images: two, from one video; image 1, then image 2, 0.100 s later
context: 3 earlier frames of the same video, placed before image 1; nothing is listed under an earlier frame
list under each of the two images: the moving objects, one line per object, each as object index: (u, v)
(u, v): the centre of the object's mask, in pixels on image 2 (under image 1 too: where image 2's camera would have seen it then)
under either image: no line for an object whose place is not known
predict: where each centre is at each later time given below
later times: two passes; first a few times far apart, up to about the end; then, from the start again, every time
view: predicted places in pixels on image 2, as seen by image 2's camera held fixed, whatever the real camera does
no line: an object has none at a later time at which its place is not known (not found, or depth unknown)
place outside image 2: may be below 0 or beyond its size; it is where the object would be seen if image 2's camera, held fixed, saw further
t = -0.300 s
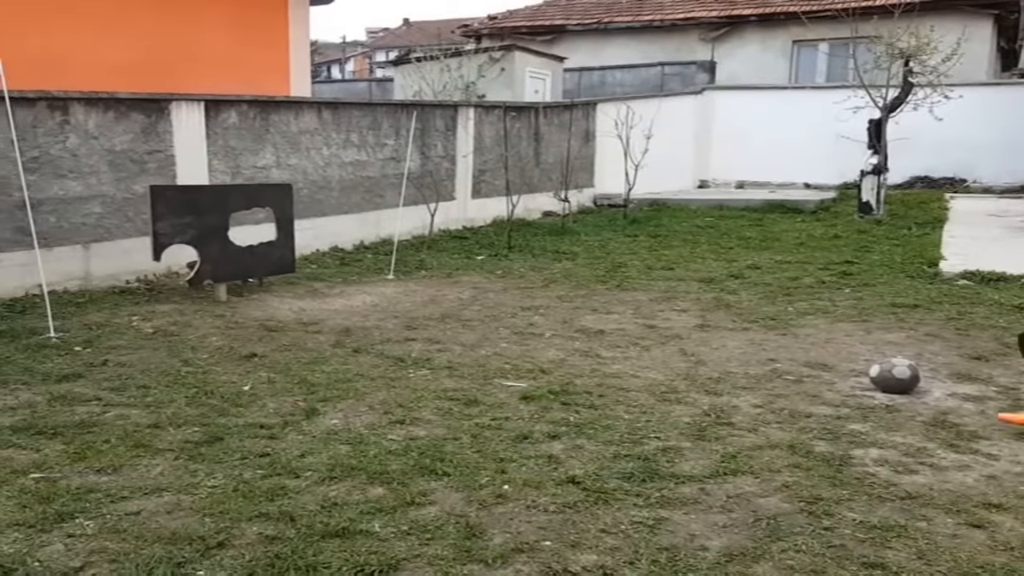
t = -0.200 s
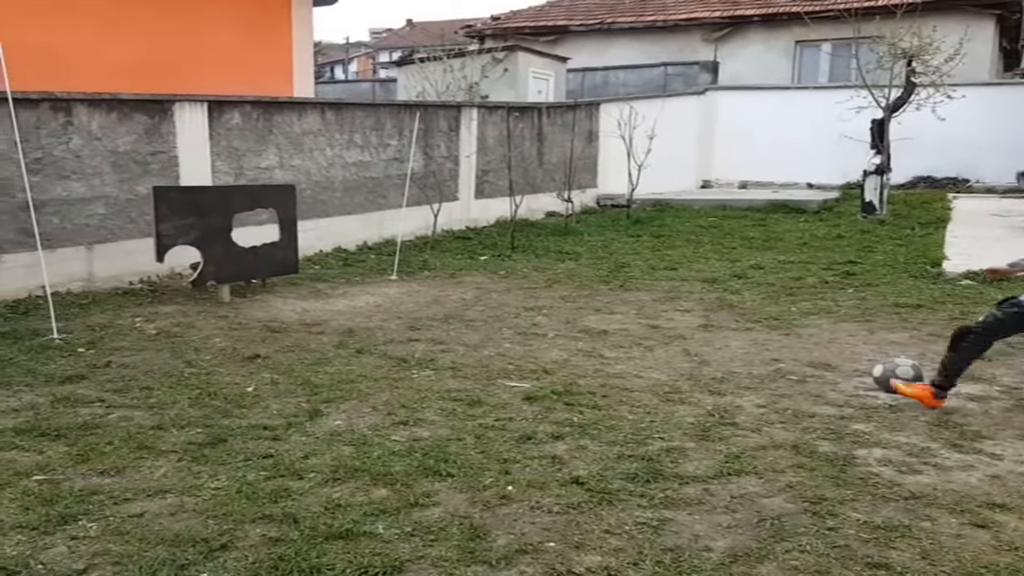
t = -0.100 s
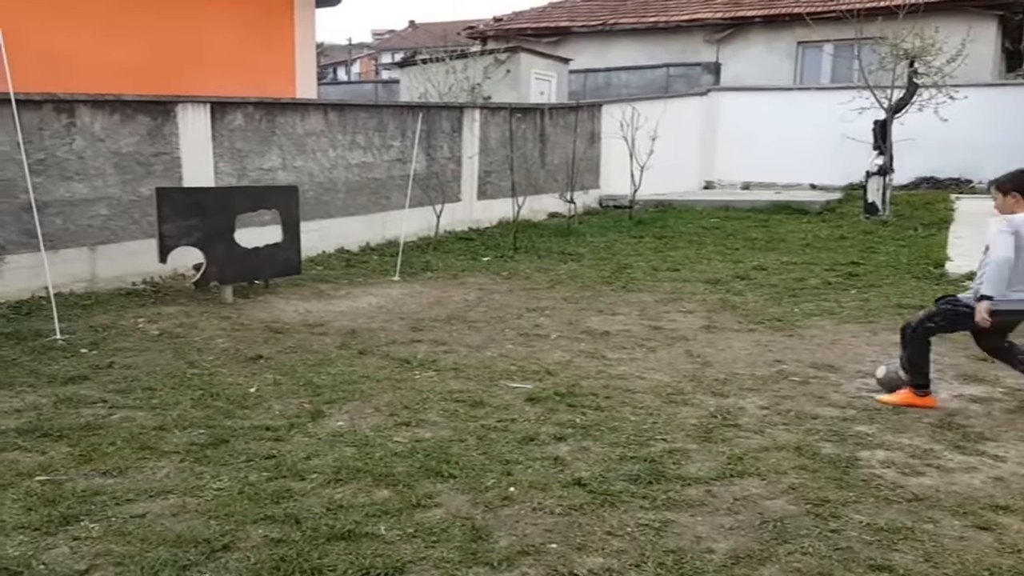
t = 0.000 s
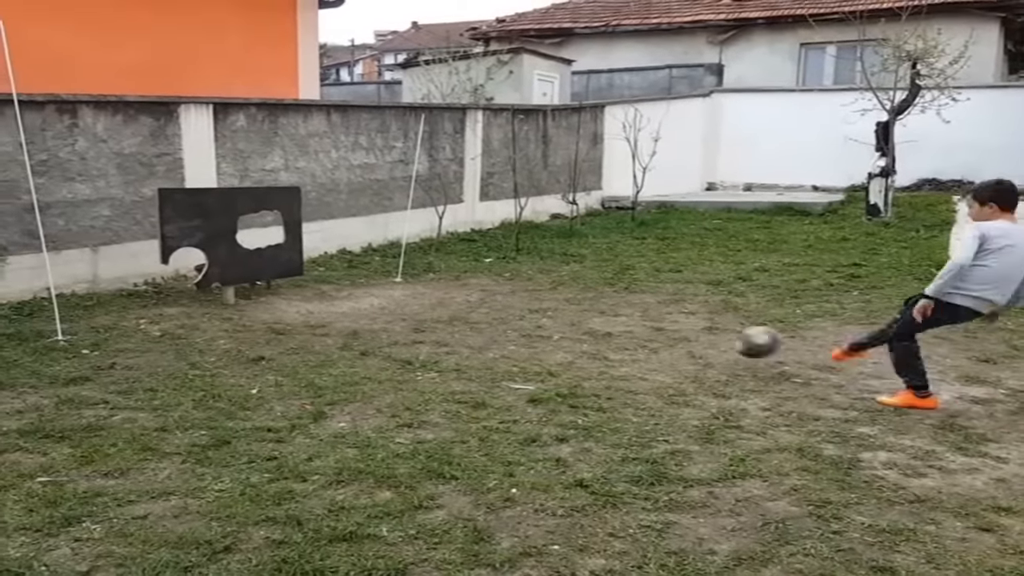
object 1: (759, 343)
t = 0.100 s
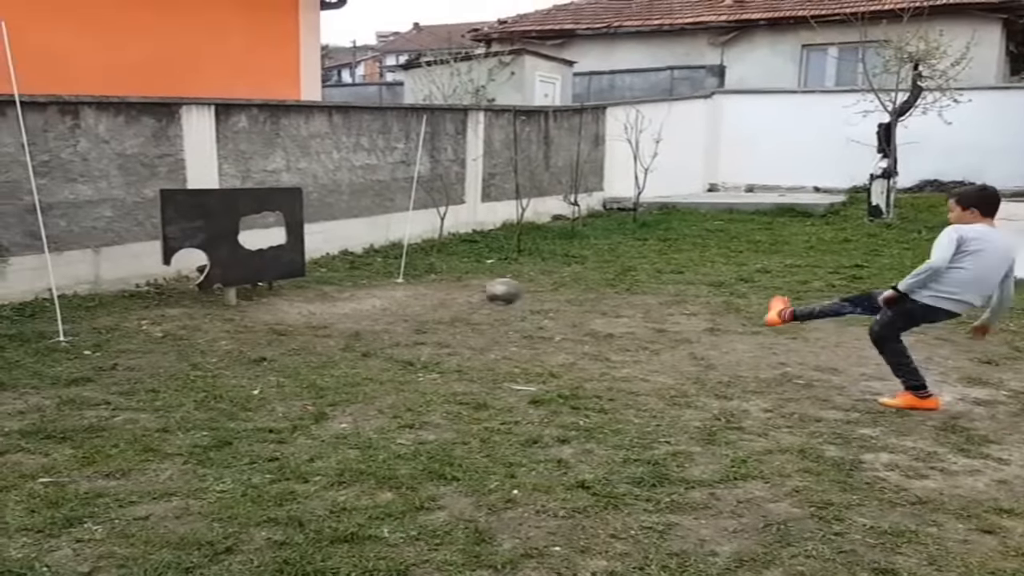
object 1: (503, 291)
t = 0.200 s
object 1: (316, 268)
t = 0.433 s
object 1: (429, 315)
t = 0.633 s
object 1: (589, 311)
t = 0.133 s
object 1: (435, 281)
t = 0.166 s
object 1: (372, 273)
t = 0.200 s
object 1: (316, 268)
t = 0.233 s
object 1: (263, 267)
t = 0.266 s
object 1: (266, 269)
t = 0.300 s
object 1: (296, 274)
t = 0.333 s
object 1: (328, 282)
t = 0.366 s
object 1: (361, 291)
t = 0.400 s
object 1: (394, 304)
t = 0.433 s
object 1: (429, 315)
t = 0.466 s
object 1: (455, 312)
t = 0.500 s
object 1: (481, 308)
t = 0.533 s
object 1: (508, 307)
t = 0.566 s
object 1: (535, 309)
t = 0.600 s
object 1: (561, 309)
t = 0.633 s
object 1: (589, 311)
